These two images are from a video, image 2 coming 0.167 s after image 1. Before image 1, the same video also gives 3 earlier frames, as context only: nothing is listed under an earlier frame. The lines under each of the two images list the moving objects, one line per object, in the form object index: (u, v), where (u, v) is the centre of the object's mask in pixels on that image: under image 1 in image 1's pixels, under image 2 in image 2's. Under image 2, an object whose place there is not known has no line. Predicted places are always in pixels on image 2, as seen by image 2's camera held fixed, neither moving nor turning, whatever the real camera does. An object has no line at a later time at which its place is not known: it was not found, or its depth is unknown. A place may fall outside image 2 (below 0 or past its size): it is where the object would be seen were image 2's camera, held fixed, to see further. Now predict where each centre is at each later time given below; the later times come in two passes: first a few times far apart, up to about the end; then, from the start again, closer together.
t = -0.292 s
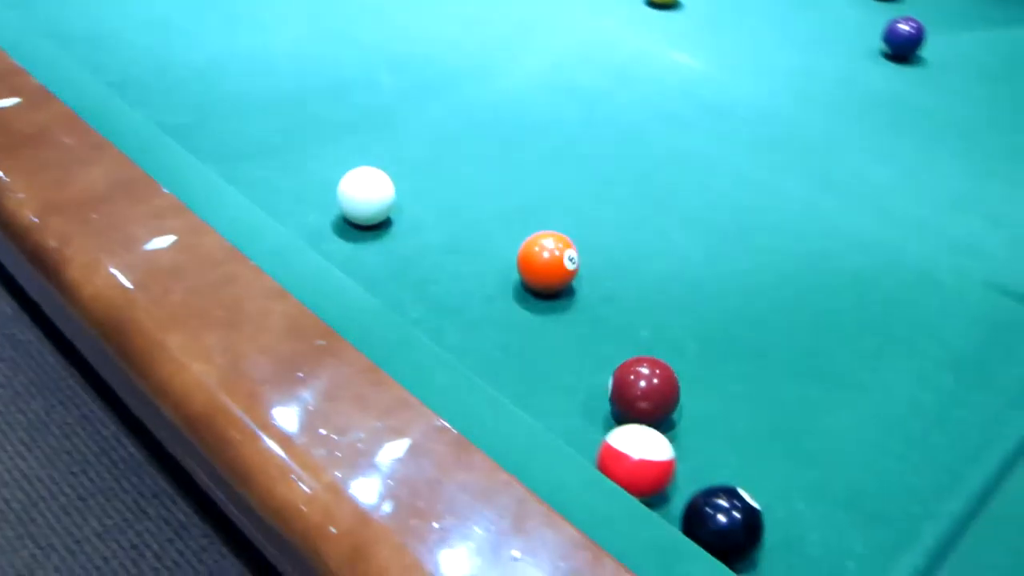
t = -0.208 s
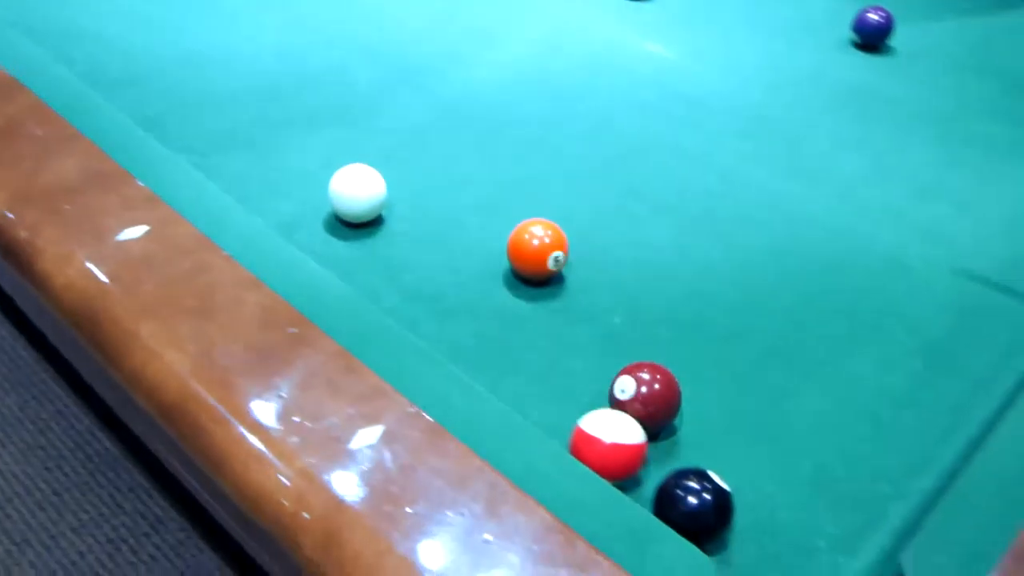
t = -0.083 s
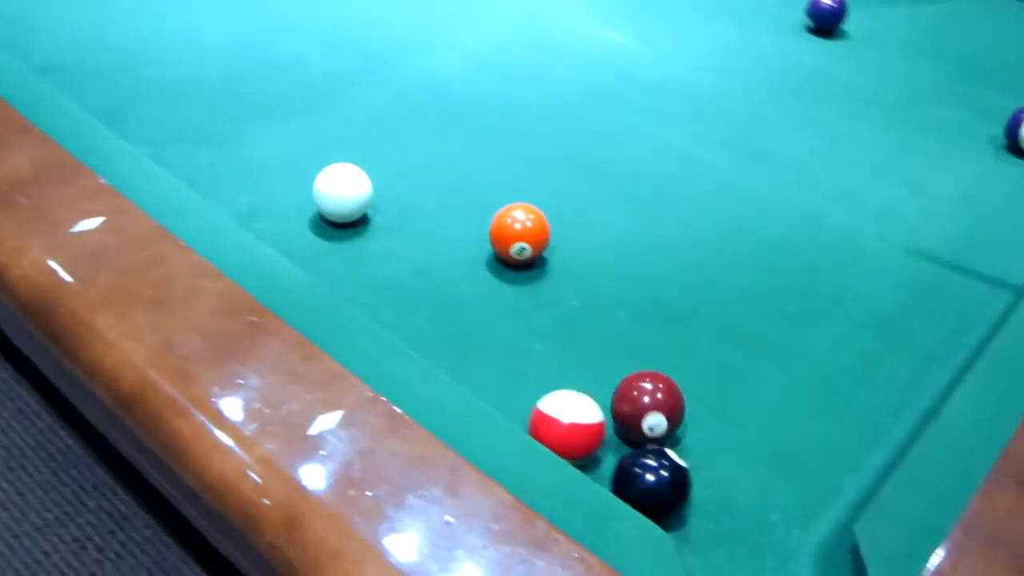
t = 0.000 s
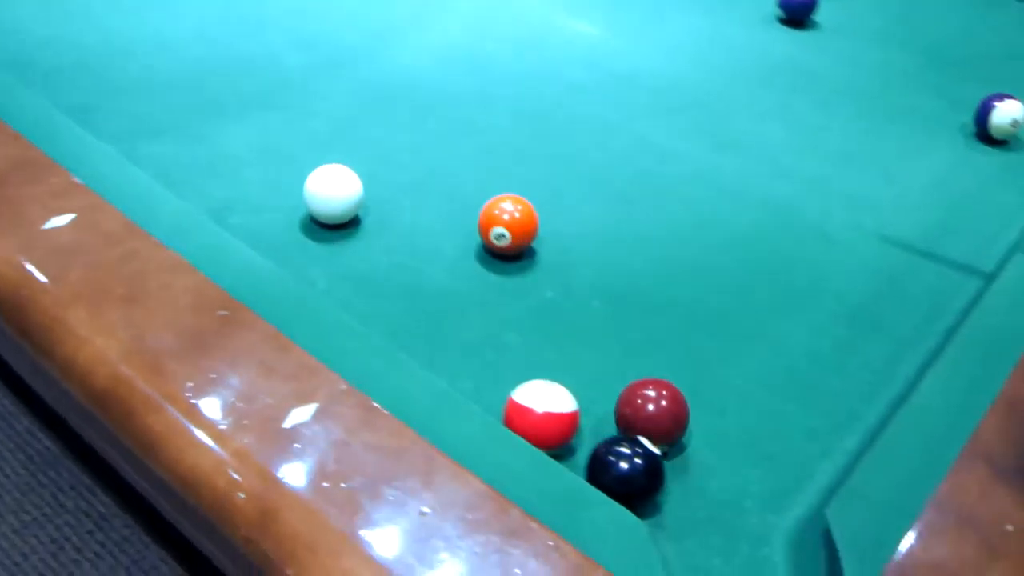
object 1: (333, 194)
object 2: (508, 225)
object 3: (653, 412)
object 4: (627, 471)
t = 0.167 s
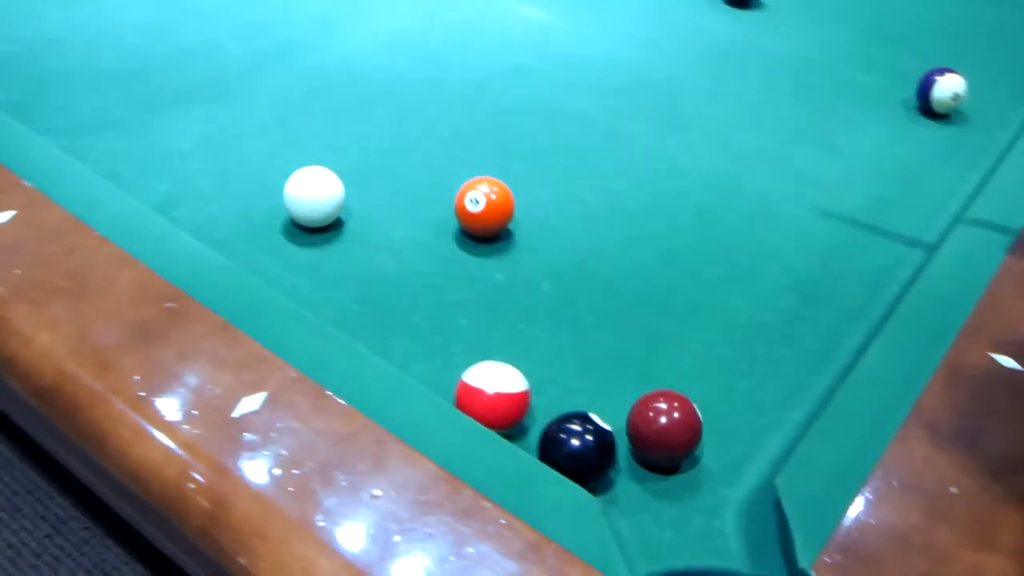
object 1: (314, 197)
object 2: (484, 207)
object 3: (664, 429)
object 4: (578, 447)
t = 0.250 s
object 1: (329, 202)
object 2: (495, 204)
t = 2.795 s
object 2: (620, 194)
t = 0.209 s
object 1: (321, 199)
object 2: (490, 206)
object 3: (679, 437)
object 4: (578, 447)
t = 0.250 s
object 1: (329, 202)
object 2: (495, 204)
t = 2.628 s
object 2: (619, 194)
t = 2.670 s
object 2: (619, 194)
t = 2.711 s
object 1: (614, 300)
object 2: (619, 194)
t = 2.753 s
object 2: (620, 194)
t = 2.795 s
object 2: (620, 194)
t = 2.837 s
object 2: (621, 195)
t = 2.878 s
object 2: (621, 195)
